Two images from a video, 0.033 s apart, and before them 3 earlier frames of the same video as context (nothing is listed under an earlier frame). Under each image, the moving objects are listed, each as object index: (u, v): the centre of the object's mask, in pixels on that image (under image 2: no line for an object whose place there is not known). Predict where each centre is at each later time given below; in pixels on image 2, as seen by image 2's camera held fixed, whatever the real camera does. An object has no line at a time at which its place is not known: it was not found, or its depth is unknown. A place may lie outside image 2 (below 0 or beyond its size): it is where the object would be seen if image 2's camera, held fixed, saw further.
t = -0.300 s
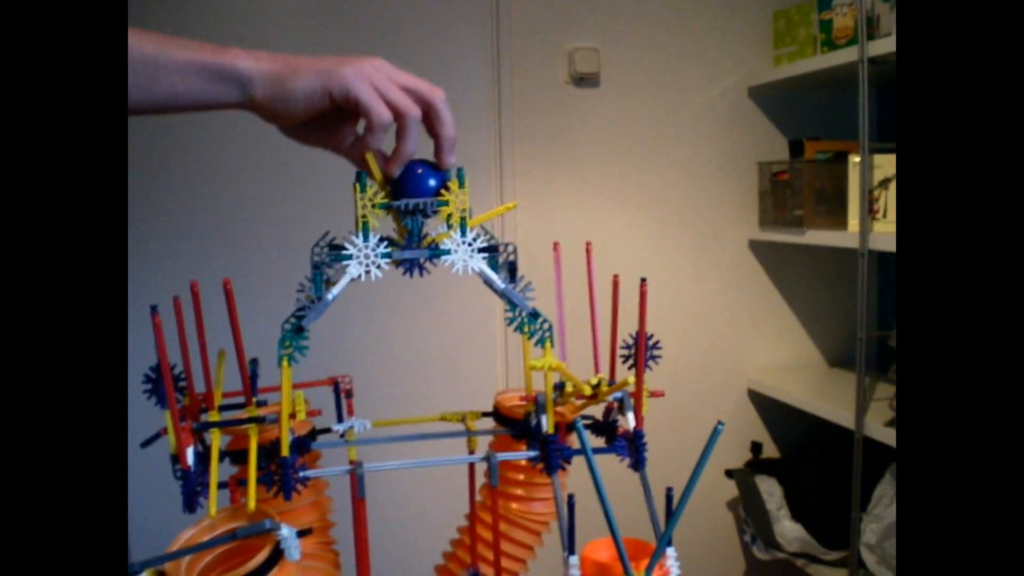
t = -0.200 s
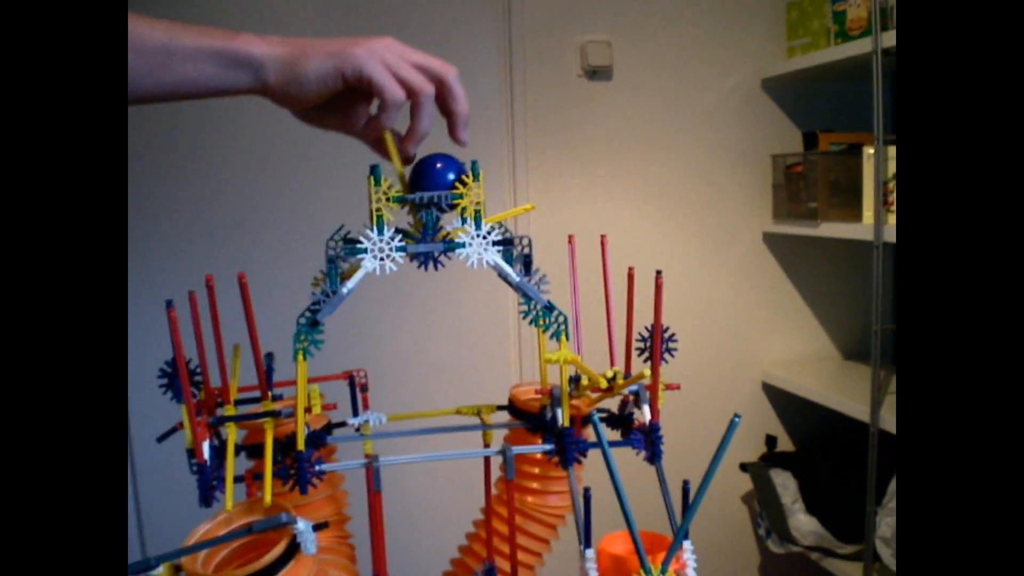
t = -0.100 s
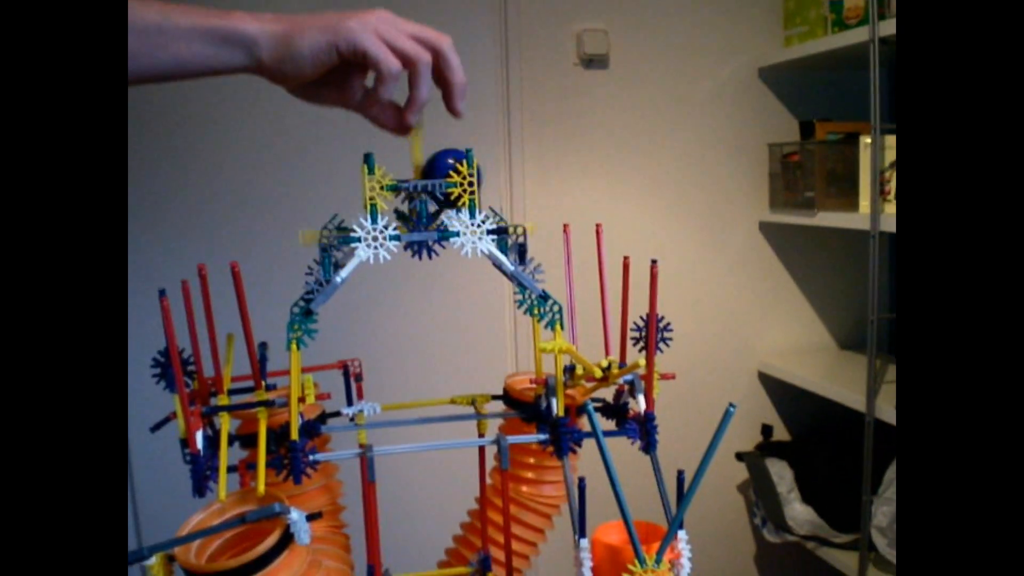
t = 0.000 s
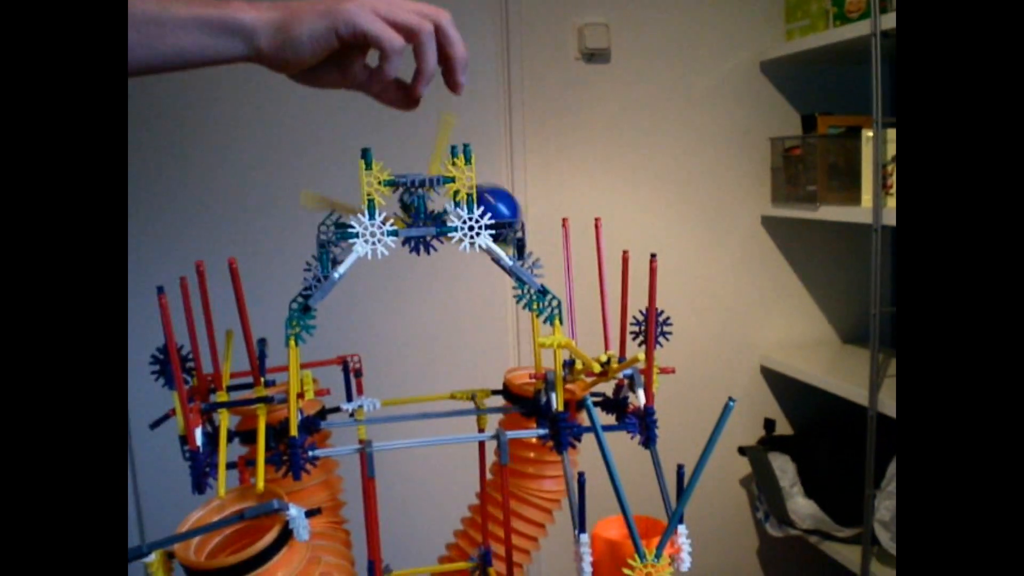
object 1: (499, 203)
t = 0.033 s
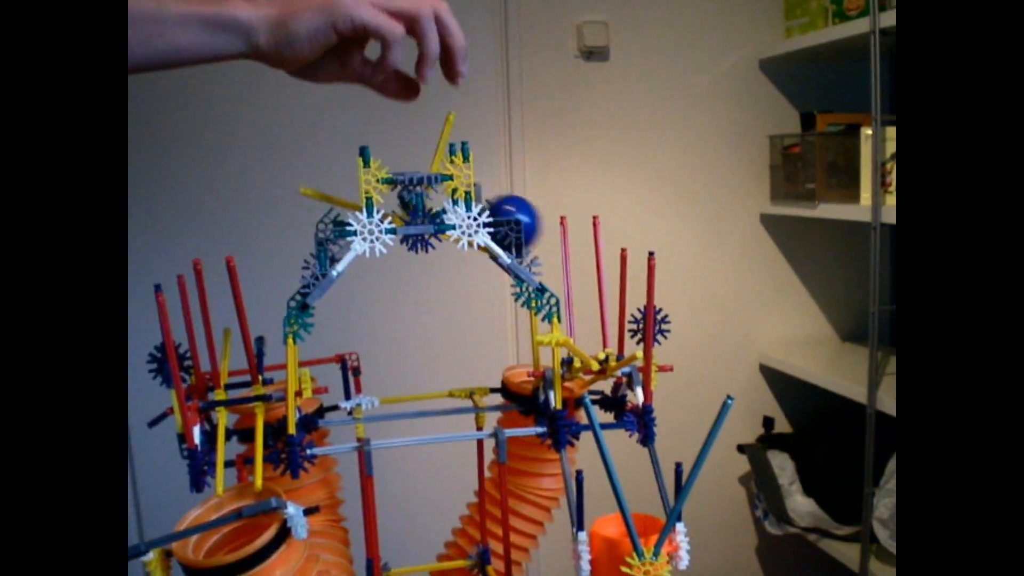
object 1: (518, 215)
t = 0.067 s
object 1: (538, 232)
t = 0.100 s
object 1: (561, 252)
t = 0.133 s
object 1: (585, 284)
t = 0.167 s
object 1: (611, 325)
